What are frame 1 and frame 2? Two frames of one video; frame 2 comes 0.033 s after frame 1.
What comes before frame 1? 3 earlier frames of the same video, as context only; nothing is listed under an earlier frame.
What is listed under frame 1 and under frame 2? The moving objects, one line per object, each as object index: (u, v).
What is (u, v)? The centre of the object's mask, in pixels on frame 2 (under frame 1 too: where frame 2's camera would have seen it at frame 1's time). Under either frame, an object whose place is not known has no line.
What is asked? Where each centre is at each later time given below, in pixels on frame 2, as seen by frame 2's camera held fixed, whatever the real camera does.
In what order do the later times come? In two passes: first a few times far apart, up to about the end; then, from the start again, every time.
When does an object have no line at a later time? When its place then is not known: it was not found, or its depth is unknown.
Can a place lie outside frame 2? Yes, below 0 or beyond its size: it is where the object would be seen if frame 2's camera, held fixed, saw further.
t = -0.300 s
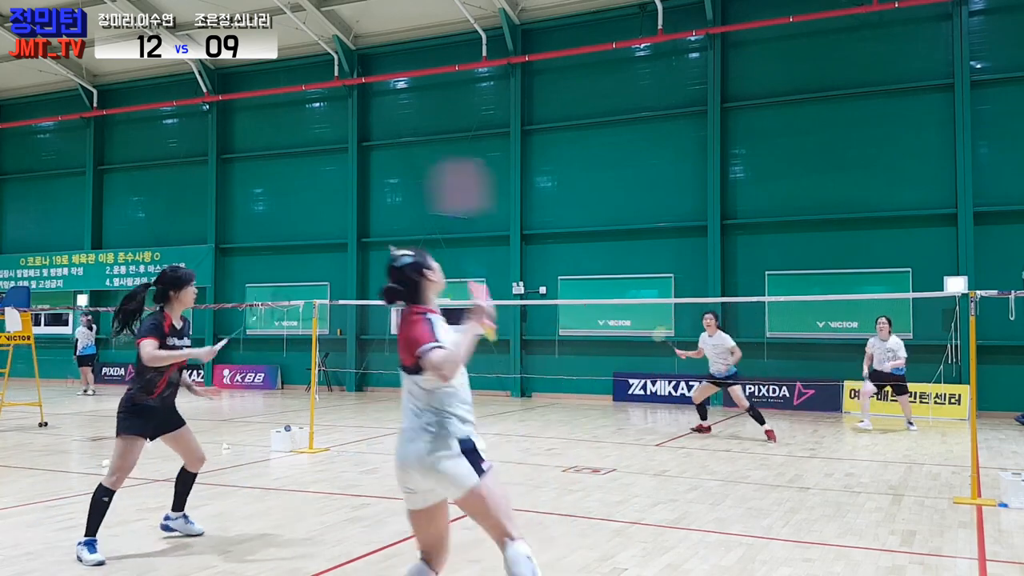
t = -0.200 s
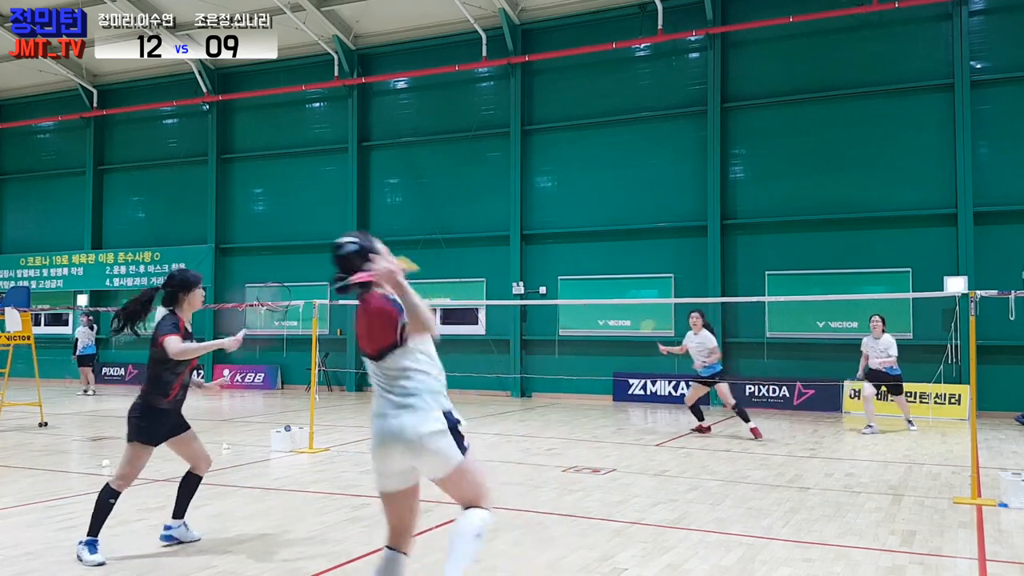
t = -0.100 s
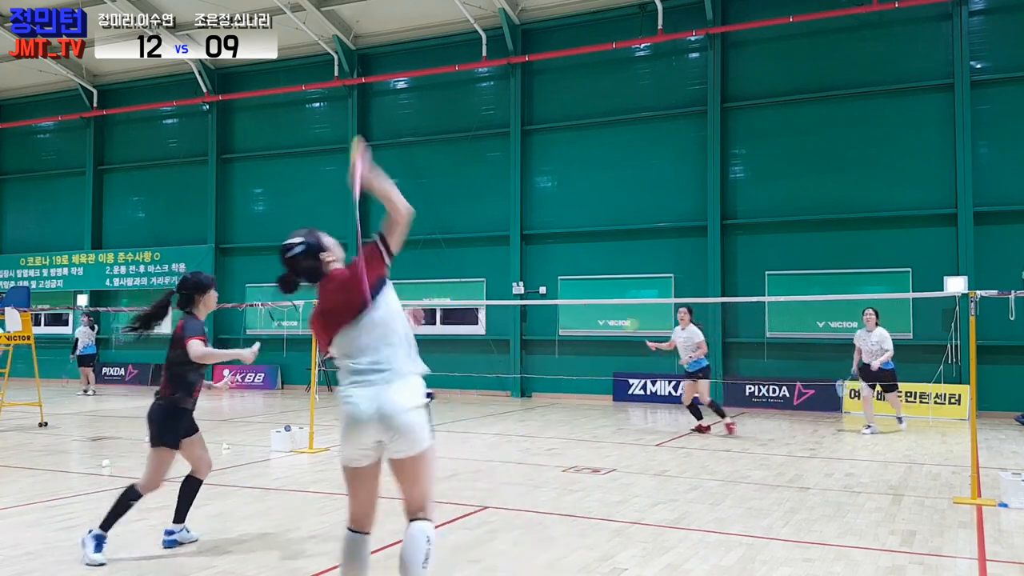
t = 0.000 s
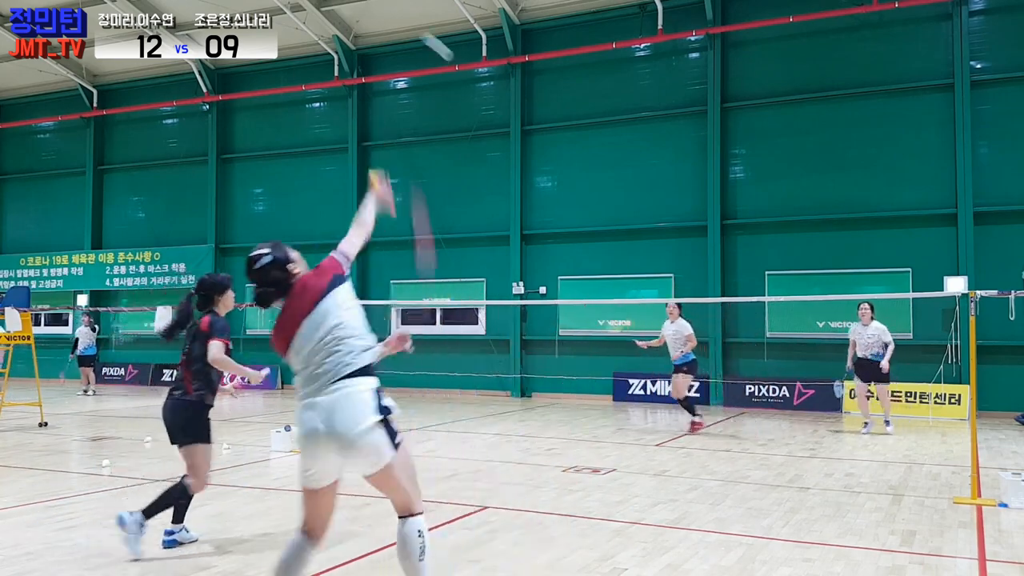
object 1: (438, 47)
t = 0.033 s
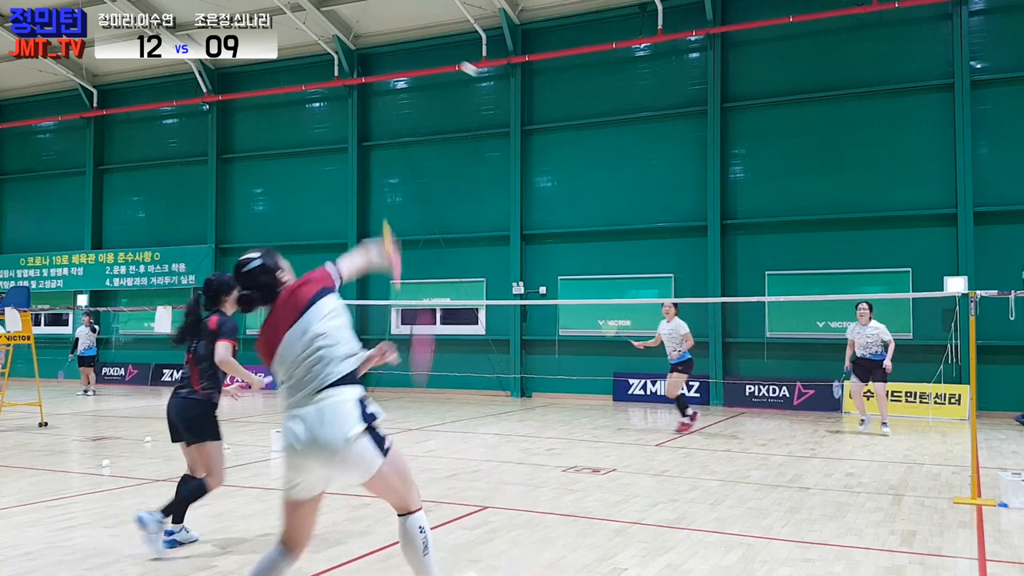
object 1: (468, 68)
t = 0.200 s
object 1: (529, 114)
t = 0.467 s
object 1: (556, 168)
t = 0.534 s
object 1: (561, 183)
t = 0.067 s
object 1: (490, 80)
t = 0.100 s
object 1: (504, 91)
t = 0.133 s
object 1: (514, 99)
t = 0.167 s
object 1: (522, 107)
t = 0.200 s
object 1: (529, 114)
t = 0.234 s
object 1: (534, 121)
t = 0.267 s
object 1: (538, 127)
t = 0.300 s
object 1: (542, 134)
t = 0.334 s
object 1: (545, 141)
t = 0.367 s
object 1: (548, 147)
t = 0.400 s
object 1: (551, 154)
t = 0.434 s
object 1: (554, 161)
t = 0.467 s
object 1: (556, 168)
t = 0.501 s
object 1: (559, 175)
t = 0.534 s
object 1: (561, 183)
